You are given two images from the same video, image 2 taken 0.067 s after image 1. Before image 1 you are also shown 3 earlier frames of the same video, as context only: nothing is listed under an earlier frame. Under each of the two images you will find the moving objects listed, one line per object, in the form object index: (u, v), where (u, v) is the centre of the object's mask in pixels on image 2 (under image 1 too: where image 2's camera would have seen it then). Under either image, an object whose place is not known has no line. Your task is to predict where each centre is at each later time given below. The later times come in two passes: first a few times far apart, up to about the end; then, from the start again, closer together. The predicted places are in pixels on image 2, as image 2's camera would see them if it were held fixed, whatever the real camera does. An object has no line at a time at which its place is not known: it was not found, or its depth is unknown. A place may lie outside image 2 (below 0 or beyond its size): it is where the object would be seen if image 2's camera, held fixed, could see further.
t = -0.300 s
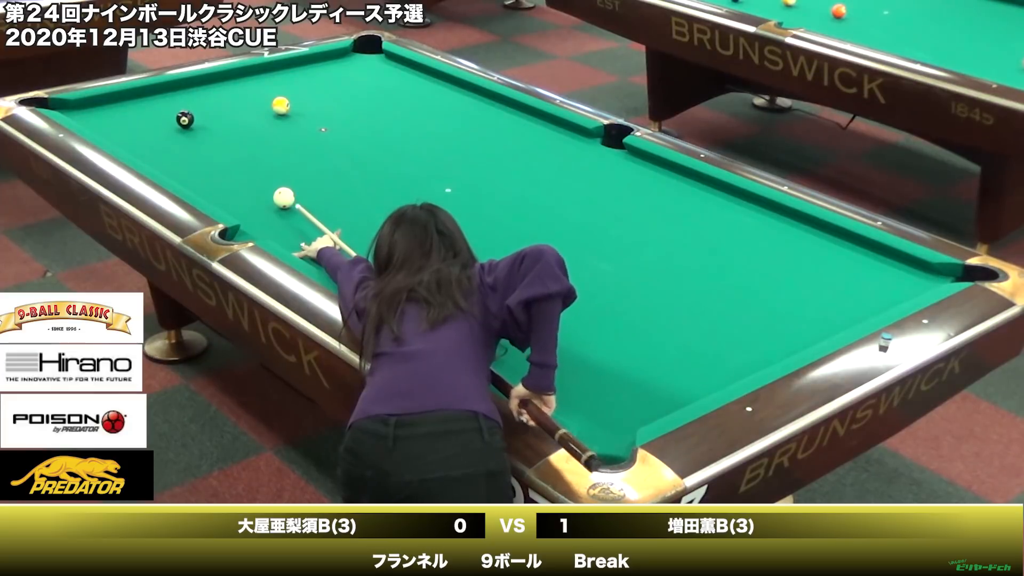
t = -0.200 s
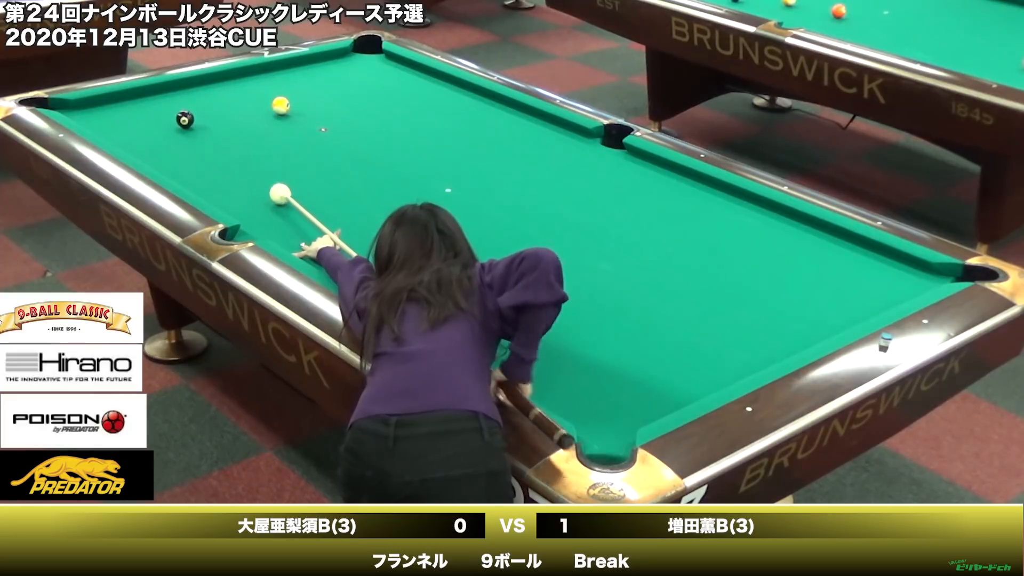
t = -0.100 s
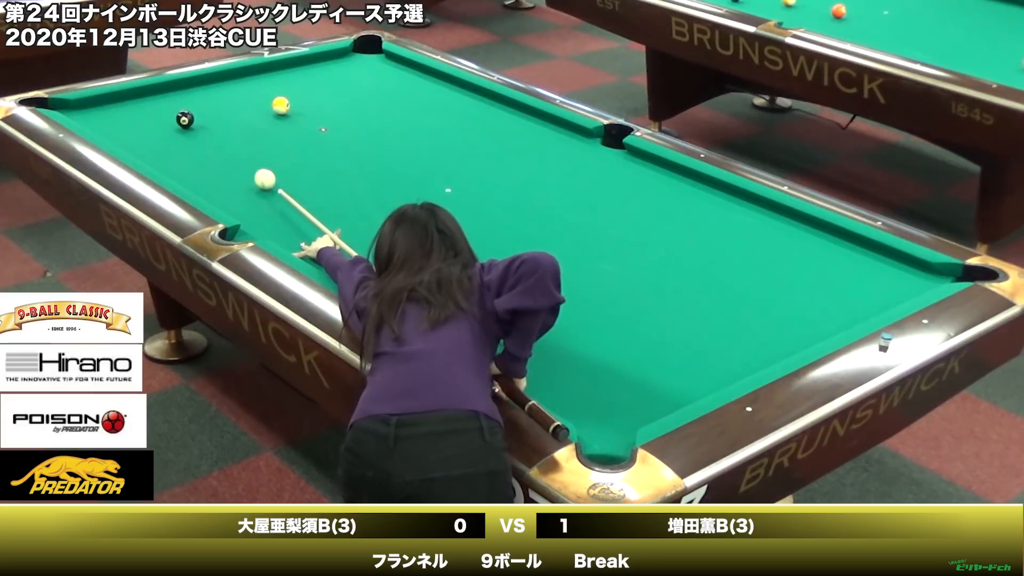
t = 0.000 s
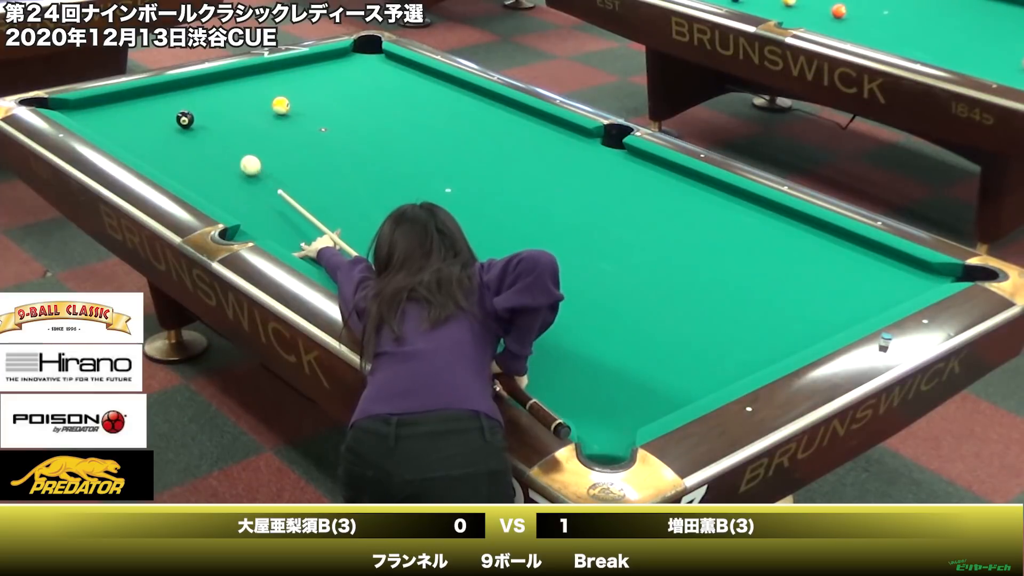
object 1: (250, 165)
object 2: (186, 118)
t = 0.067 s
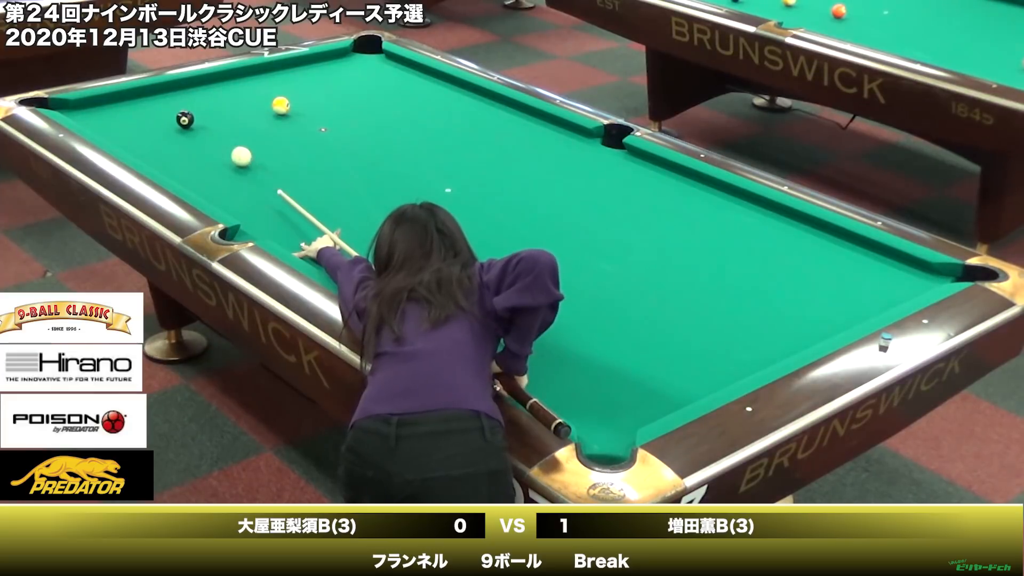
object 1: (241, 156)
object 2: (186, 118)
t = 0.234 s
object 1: (220, 136)
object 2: (185, 119)
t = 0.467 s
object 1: (207, 111)
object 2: (170, 118)
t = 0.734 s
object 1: (215, 87)
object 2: (137, 115)
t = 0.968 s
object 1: (232, 77)
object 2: (110, 113)
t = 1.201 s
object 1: (264, 79)
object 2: (84, 110)
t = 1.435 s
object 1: (295, 81)
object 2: (60, 106)
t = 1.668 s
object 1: (324, 83)
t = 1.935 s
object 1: (357, 85)
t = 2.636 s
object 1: (435, 90)
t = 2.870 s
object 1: (458, 91)
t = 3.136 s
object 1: (483, 93)
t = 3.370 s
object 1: (485, 97)
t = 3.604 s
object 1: (487, 101)
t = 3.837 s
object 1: (488, 104)
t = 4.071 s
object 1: (490, 107)
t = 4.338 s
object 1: (491, 110)
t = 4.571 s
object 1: (492, 112)
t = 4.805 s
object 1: (492, 114)
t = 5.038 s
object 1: (493, 115)
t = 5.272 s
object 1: (493, 116)
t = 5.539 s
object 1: (492, 116)
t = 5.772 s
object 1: (492, 116)
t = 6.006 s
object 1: (492, 116)
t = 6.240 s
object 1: (492, 116)
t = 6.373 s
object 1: (492, 116)
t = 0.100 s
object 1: (237, 152)
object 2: (185, 119)
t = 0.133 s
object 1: (232, 148)
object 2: (185, 119)
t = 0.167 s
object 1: (228, 144)
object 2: (185, 119)
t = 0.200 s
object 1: (224, 140)
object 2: (185, 119)
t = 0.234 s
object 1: (220, 136)
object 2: (185, 119)
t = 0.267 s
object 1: (216, 132)
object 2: (185, 119)
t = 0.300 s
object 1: (212, 128)
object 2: (185, 119)
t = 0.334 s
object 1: (208, 124)
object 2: (185, 119)
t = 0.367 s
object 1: (204, 121)
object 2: (185, 119)
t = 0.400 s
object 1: (205, 117)
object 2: (180, 119)
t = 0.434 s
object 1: (206, 114)
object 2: (175, 118)
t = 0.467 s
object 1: (207, 111)
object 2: (170, 118)
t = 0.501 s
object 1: (208, 108)
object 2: (166, 118)
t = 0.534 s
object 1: (209, 105)
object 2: (162, 117)
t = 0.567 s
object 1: (210, 102)
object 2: (158, 117)
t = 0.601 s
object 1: (211, 99)
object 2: (153, 117)
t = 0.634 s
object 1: (212, 96)
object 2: (149, 116)
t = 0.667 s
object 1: (213, 93)
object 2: (145, 116)
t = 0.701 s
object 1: (214, 90)
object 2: (141, 116)
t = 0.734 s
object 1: (215, 87)
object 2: (137, 115)
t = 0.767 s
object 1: (215, 85)
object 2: (133, 115)
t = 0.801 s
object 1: (216, 82)
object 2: (129, 114)
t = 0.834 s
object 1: (217, 79)
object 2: (125, 114)
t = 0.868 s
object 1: (218, 77)
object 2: (121, 114)
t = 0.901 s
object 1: (222, 76)
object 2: (118, 114)
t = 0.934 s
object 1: (227, 77)
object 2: (114, 113)
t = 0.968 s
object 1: (232, 77)
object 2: (110, 113)
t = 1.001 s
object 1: (236, 77)
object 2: (106, 112)
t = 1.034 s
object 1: (241, 78)
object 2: (102, 112)
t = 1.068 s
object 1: (245, 78)
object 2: (99, 112)
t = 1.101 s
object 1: (250, 78)
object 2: (95, 111)
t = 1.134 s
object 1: (255, 78)
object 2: (91, 111)
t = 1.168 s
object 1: (259, 79)
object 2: (88, 111)
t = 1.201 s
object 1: (264, 79)
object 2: (84, 110)
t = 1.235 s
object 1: (268, 79)
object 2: (81, 110)
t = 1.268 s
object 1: (273, 79)
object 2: (77, 110)
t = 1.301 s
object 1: (277, 80)
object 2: (73, 109)
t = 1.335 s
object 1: (282, 80)
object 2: (70, 109)
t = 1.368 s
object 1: (286, 80)
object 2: (67, 108)
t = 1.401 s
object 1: (290, 80)
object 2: (64, 107)
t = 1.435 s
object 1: (295, 81)
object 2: (60, 106)
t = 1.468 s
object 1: (299, 81)
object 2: (57, 105)
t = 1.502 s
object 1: (303, 81)
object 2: (53, 105)
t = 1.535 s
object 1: (308, 82)
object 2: (49, 105)
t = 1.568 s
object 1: (312, 82)
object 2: (45, 105)
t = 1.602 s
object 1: (316, 82)
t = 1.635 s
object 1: (320, 83)
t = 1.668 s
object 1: (324, 83)
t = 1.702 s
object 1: (329, 83)
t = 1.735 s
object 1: (333, 83)
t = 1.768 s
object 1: (337, 84)
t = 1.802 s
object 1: (341, 84)
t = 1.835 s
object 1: (345, 84)
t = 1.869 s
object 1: (349, 84)
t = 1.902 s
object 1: (353, 84)
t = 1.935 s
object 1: (357, 85)
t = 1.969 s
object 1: (360, 85)
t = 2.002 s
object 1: (362, 84)
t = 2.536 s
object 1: (421, 86)
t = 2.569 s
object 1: (427, 89)
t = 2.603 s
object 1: (432, 89)
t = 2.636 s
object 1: (435, 90)
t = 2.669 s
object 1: (438, 90)
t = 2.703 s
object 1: (441, 90)
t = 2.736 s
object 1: (445, 90)
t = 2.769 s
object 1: (448, 91)
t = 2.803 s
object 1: (452, 91)
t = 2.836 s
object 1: (455, 91)
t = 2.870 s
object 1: (458, 91)
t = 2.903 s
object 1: (461, 91)
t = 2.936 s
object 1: (465, 92)
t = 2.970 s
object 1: (468, 92)
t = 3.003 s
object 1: (471, 92)
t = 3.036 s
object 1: (474, 92)
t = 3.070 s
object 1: (477, 92)
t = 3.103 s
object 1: (480, 93)
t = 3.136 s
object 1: (483, 93)
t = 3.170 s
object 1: (484, 93)
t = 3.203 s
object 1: (484, 94)
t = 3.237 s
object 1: (484, 95)
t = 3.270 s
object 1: (484, 95)
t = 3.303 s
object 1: (485, 96)
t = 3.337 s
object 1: (485, 96)
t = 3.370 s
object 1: (485, 97)
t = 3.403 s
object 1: (485, 98)
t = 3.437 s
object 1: (486, 98)
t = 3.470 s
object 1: (486, 99)
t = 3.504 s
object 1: (486, 99)
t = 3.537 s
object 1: (486, 100)
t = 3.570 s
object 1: (487, 100)
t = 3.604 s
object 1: (487, 101)
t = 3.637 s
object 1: (487, 101)
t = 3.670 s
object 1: (487, 102)
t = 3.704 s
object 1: (488, 102)
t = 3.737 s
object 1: (488, 103)
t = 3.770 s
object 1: (488, 103)
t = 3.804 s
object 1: (488, 103)
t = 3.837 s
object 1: (488, 104)
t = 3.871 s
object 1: (489, 104)
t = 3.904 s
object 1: (489, 105)
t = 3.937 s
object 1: (489, 105)
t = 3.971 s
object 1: (489, 106)
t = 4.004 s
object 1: (489, 106)
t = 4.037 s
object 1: (489, 107)
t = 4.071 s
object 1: (490, 107)
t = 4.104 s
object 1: (490, 107)
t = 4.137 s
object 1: (490, 108)
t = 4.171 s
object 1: (490, 108)
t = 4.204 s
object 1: (490, 108)
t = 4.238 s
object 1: (491, 109)
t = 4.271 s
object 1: (491, 109)
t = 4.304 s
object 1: (491, 109)
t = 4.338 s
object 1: (491, 110)
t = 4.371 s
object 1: (491, 110)
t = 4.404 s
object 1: (491, 110)
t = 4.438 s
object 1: (491, 111)
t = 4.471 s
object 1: (491, 111)
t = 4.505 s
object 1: (491, 111)
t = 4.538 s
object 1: (492, 112)
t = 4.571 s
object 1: (492, 112)
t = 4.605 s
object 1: (492, 112)
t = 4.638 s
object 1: (492, 112)
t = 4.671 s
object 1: (492, 113)
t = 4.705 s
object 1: (492, 113)
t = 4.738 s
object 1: (492, 113)
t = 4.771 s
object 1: (492, 113)
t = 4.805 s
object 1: (492, 114)
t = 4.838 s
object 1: (492, 114)
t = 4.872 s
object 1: (492, 114)
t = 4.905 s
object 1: (493, 114)
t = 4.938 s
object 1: (493, 114)
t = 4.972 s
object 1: (493, 114)
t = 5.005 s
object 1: (493, 115)
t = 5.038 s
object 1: (493, 115)
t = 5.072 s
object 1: (493, 115)
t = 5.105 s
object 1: (493, 115)
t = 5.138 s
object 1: (493, 115)
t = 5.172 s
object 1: (493, 115)
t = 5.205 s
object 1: (493, 115)
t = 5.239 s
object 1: (493, 115)
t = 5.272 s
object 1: (493, 116)
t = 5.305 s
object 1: (493, 116)
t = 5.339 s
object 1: (493, 116)
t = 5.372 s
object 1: (493, 116)
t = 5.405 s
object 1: (493, 116)
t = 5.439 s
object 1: (493, 116)
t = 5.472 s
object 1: (492, 116)
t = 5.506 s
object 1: (492, 116)
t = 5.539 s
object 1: (492, 116)
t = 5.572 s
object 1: (492, 116)
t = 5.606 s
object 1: (492, 116)
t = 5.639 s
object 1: (492, 116)
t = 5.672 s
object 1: (492, 116)
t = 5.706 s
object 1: (492, 116)
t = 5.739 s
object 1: (492, 116)
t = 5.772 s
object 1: (492, 116)
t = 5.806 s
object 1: (492, 116)
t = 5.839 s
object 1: (492, 116)
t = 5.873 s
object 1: (492, 116)
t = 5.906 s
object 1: (492, 116)
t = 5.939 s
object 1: (492, 116)
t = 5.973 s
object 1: (492, 116)
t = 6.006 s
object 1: (492, 116)
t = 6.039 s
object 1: (492, 116)
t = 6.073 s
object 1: (492, 116)
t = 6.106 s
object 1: (492, 116)
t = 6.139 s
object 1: (492, 116)
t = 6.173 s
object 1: (492, 116)
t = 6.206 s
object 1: (492, 116)
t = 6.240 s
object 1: (492, 116)
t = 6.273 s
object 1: (492, 116)
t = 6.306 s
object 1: (492, 116)
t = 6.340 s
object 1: (492, 116)
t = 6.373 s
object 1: (492, 116)
